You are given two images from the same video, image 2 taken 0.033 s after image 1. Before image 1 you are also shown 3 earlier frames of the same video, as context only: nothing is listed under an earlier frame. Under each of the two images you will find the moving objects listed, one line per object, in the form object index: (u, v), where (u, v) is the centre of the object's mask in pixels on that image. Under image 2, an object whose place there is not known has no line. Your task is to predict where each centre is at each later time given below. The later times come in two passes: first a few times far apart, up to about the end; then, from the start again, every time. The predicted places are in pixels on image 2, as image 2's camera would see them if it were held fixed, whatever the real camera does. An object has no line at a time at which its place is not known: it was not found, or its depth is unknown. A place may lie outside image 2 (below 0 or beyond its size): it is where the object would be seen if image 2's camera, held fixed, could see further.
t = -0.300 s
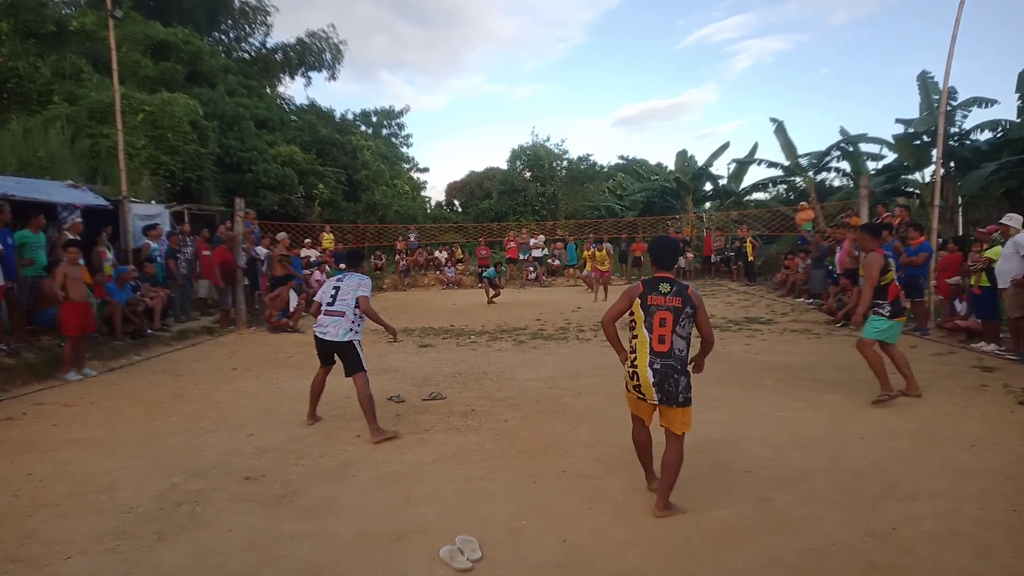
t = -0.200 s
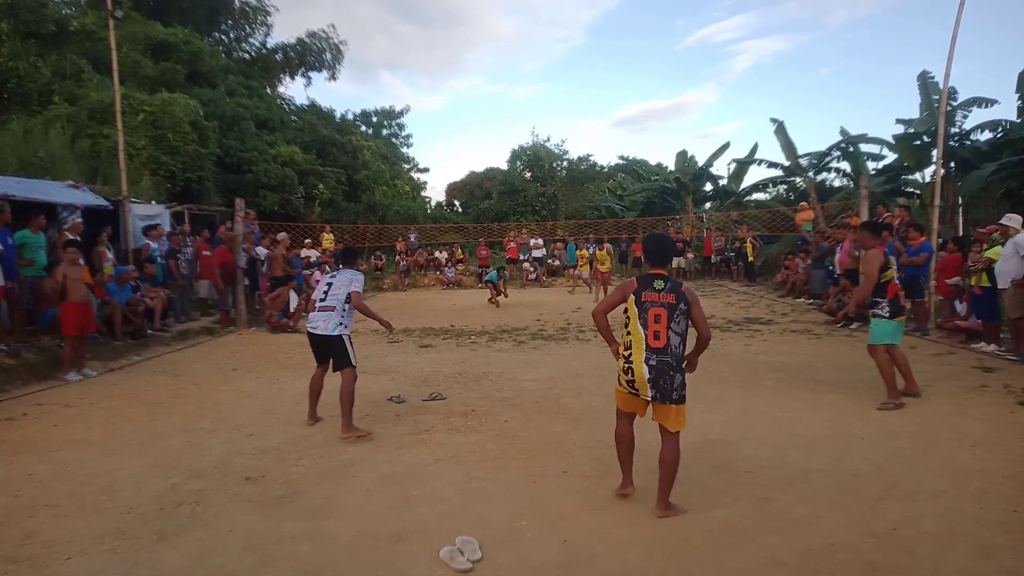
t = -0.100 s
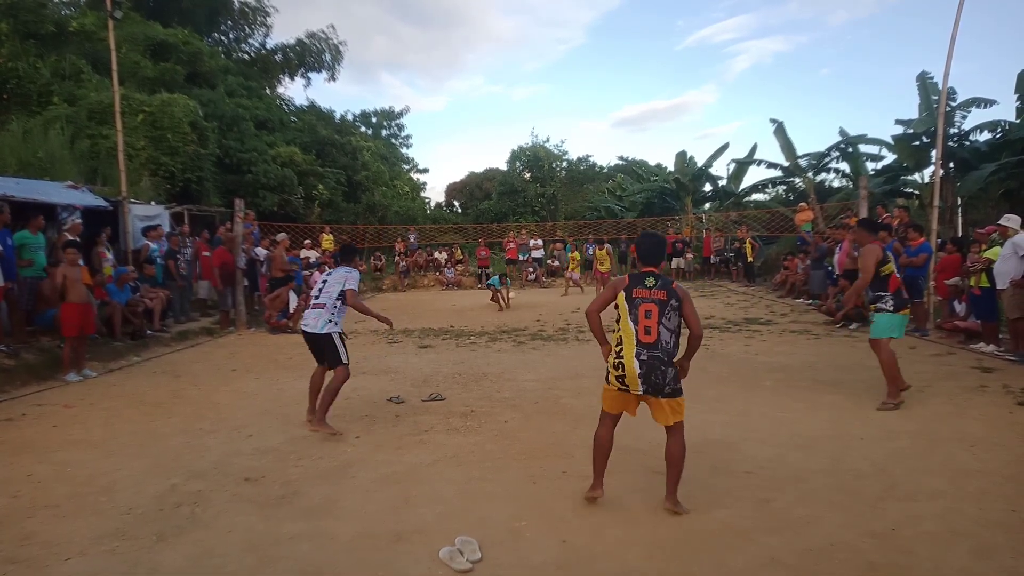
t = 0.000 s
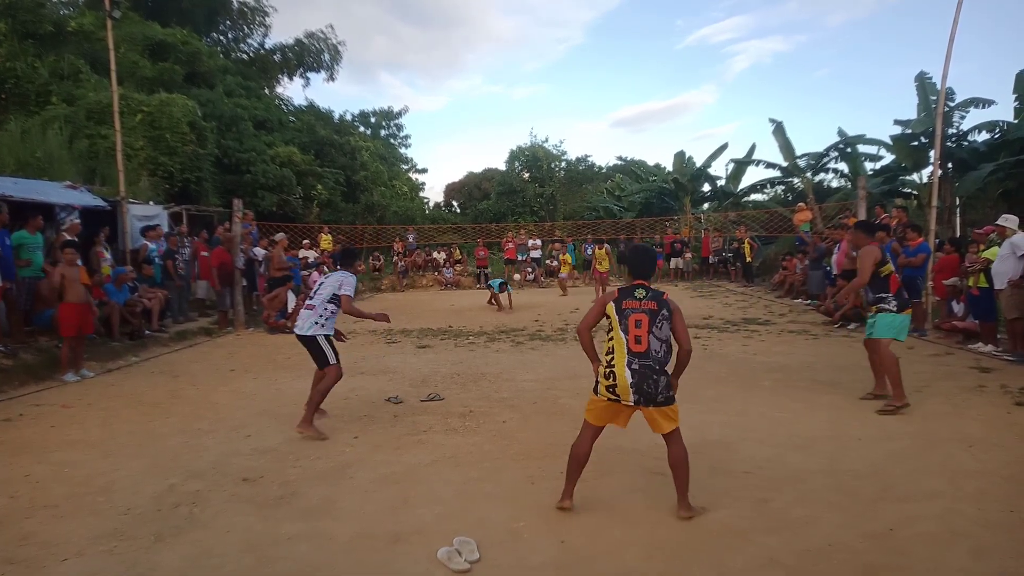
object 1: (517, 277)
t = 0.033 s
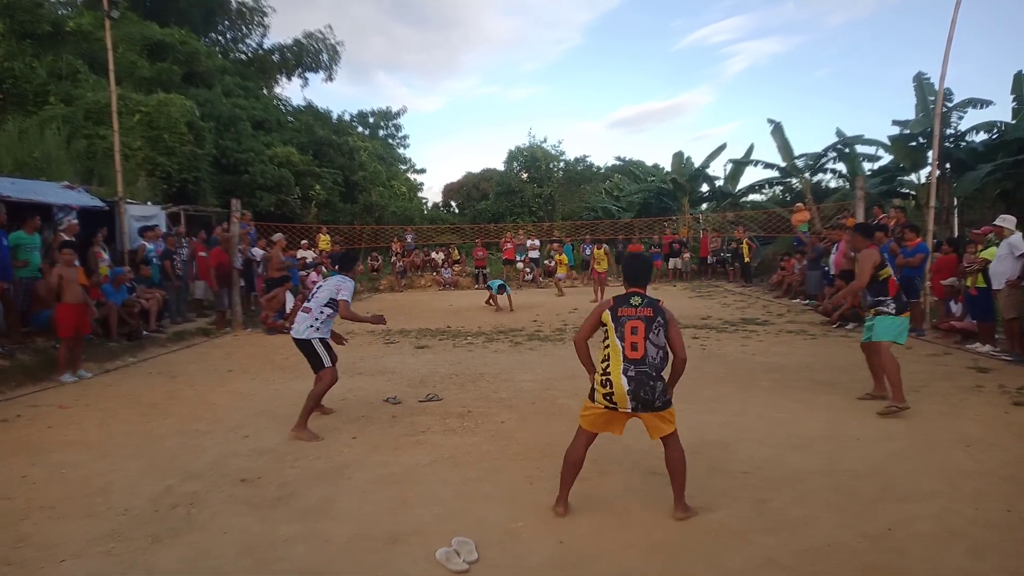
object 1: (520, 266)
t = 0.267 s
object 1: (557, 187)
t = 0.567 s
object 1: (626, 98)
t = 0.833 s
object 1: (714, 41)
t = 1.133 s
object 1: (868, 25)
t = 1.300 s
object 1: (995, 56)
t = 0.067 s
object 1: (524, 254)
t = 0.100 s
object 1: (529, 244)
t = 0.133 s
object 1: (534, 231)
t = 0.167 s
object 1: (540, 220)
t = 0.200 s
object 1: (546, 209)
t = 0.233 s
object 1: (551, 198)
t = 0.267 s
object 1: (557, 187)
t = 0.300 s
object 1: (563, 176)
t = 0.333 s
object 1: (570, 165)
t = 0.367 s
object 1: (577, 156)
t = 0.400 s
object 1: (584, 145)
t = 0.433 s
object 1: (592, 135)
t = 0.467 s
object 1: (600, 126)
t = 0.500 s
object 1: (609, 116)
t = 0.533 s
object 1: (617, 107)
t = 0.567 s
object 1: (626, 98)
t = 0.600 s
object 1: (635, 90)
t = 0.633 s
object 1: (645, 82)
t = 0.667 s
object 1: (655, 74)
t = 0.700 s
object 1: (665, 67)
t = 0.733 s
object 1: (676, 60)
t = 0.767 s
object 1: (688, 53)
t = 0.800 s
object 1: (701, 47)
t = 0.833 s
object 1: (714, 41)
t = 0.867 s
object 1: (728, 36)
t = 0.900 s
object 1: (742, 32)
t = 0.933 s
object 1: (757, 29)
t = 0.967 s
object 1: (773, 26)
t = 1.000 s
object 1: (790, 24)
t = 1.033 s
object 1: (808, 22)
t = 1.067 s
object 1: (827, 22)
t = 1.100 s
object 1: (846, 23)
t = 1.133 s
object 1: (868, 25)
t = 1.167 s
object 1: (890, 28)
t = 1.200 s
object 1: (914, 33)
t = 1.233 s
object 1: (939, 39)
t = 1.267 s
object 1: (966, 47)
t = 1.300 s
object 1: (995, 56)
